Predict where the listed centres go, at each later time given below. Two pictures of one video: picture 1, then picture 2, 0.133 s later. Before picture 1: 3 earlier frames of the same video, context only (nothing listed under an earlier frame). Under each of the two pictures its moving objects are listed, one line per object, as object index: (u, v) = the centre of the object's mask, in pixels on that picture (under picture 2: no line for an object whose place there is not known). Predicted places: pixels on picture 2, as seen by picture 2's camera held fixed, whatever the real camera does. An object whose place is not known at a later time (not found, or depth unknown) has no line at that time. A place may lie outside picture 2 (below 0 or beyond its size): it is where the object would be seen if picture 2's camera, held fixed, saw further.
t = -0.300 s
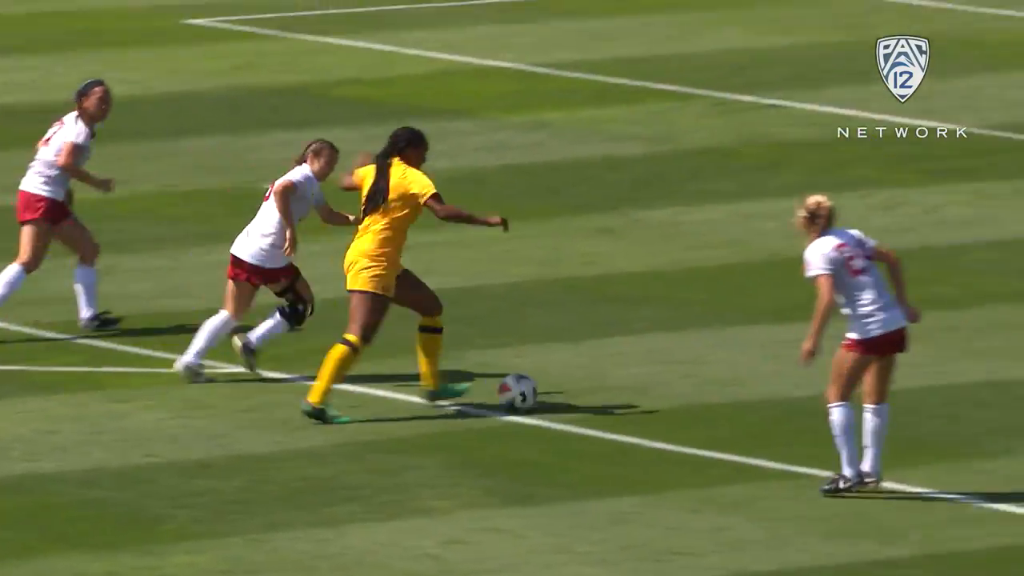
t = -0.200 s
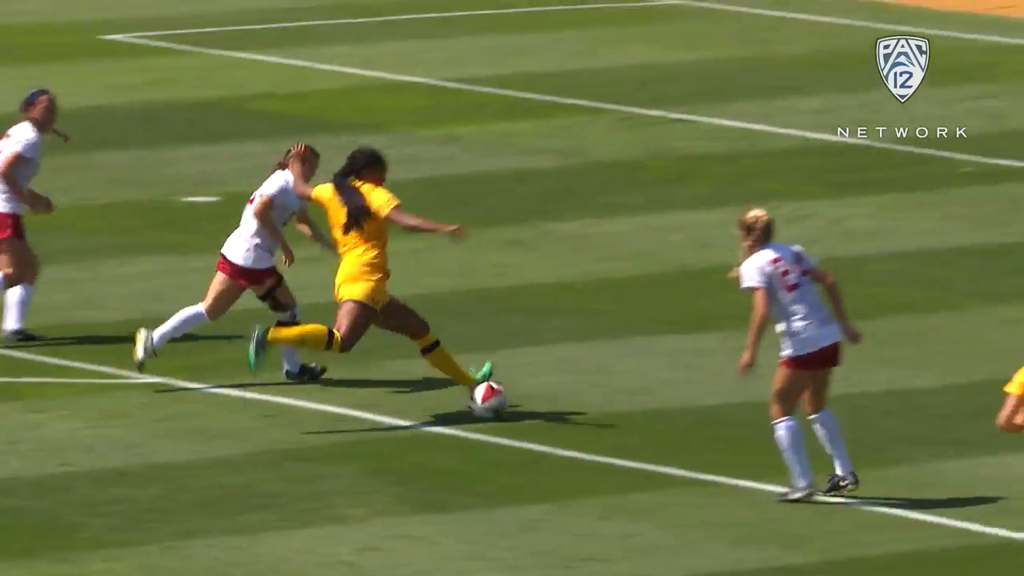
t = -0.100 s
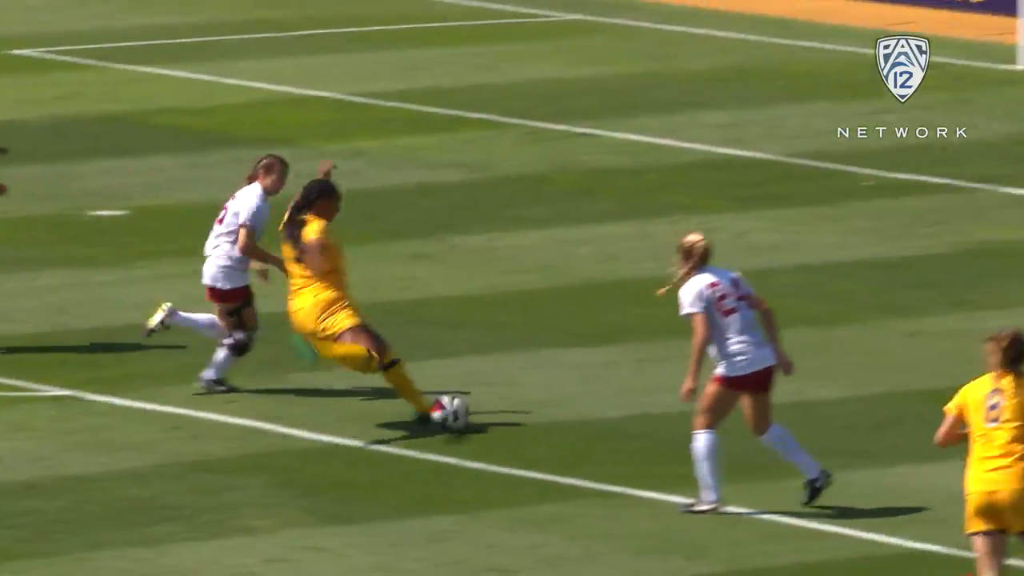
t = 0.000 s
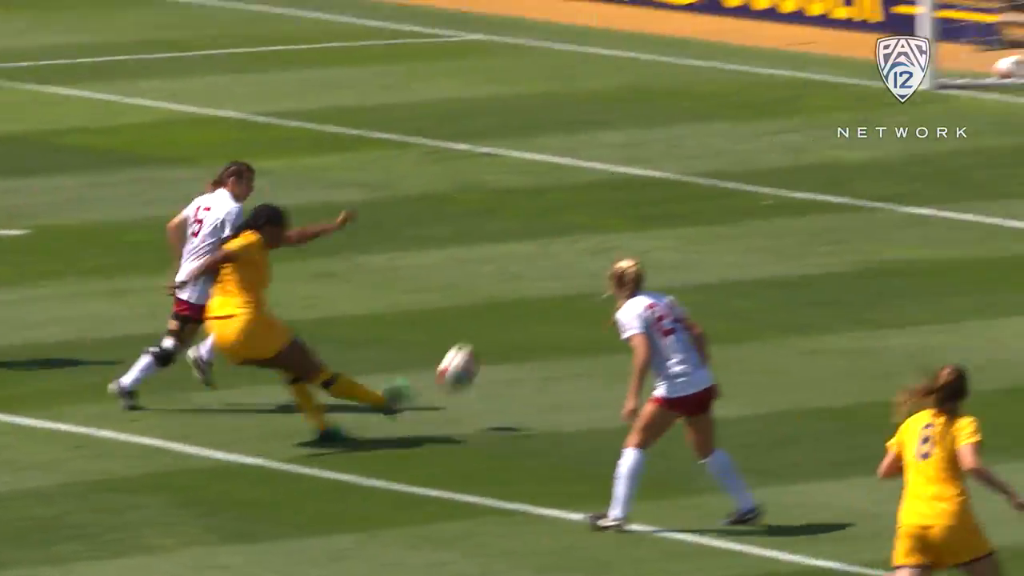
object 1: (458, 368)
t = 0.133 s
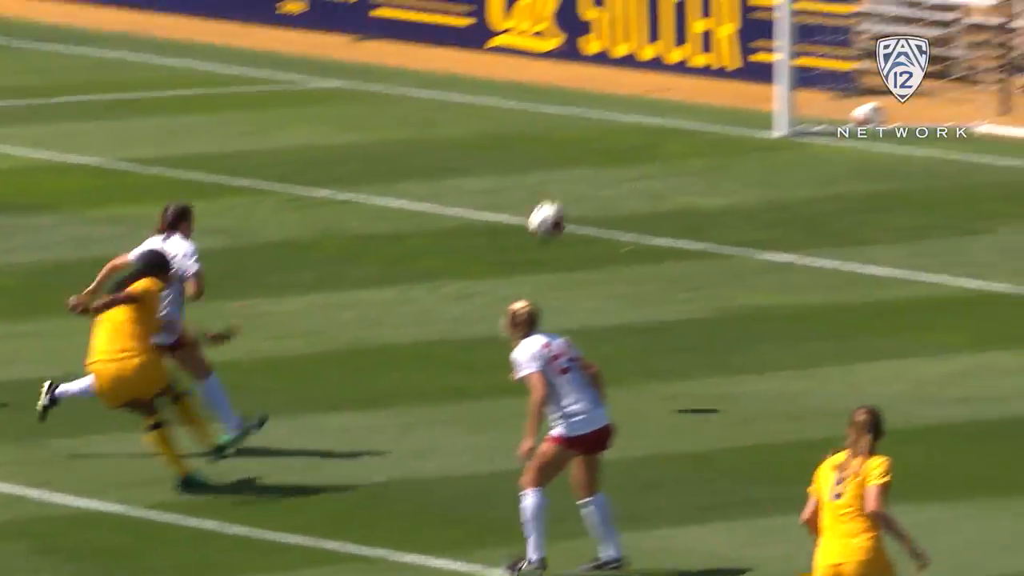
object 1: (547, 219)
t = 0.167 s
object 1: (601, 179)
